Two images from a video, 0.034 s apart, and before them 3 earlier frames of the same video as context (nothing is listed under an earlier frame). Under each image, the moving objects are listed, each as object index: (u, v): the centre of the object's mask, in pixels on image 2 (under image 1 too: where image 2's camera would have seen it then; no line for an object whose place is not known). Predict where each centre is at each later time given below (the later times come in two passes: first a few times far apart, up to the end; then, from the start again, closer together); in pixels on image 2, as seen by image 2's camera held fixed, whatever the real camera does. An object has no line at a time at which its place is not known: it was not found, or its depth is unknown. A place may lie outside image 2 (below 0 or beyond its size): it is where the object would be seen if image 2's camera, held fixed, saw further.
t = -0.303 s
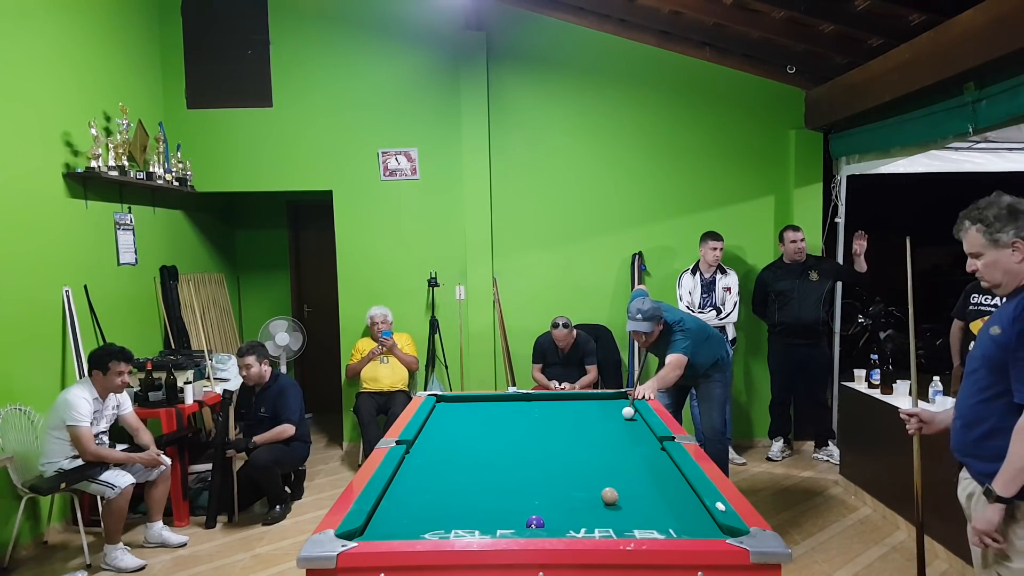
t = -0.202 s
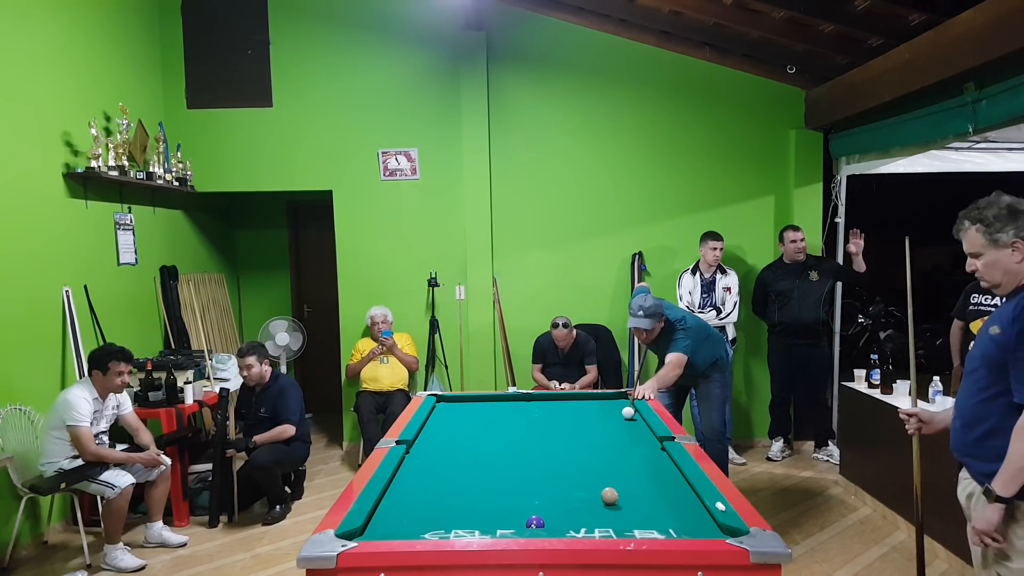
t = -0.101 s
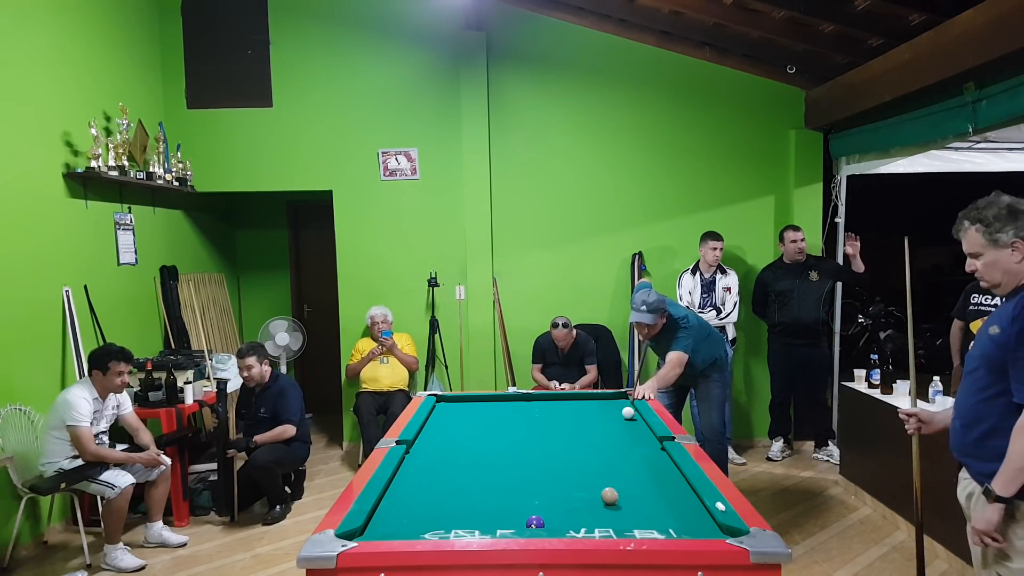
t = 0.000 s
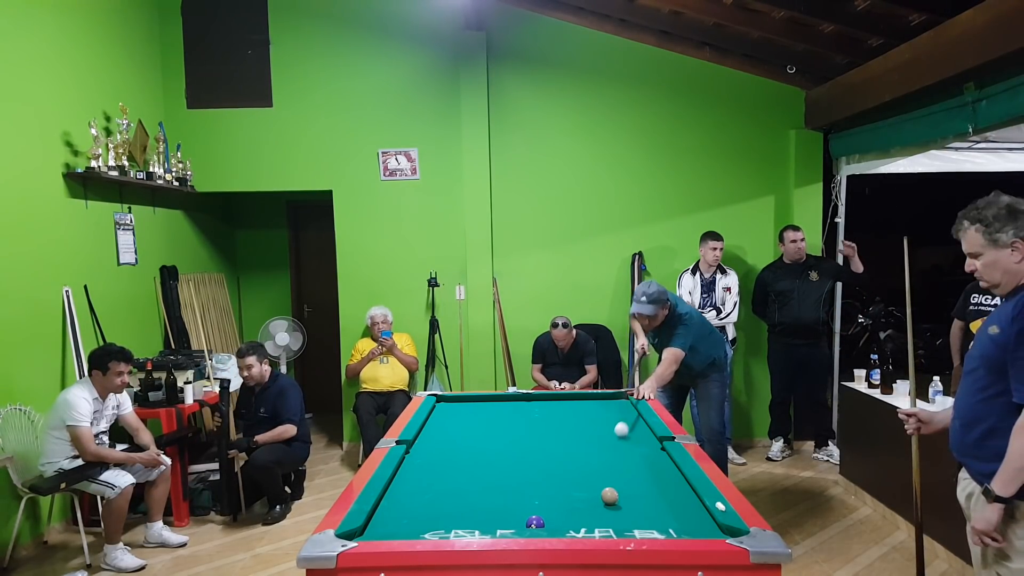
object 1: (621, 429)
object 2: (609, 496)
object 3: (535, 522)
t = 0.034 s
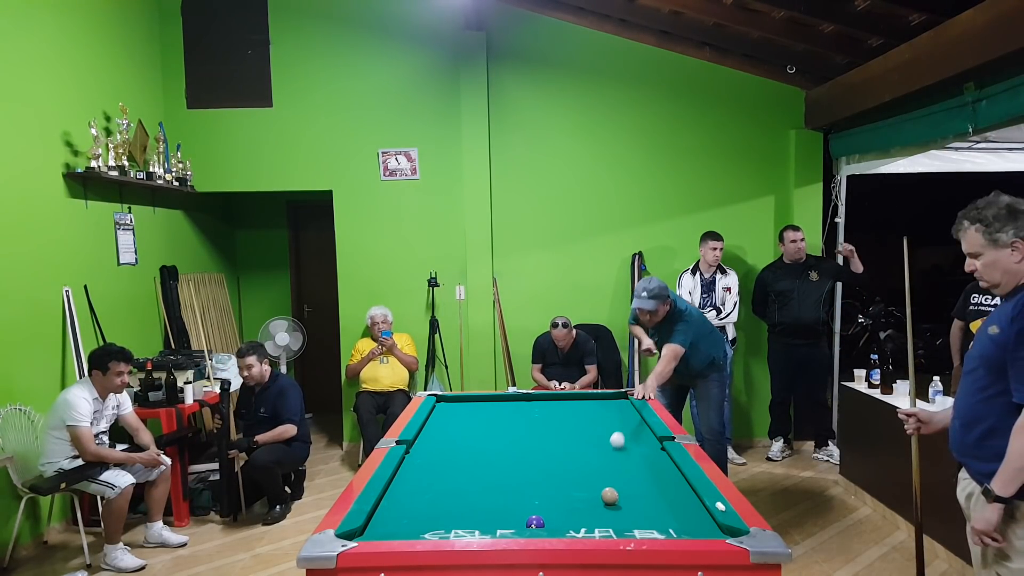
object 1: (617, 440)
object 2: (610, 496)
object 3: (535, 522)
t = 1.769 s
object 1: (603, 418)
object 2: (440, 402)
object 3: (629, 467)
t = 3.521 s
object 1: (461, 410)
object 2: (635, 469)
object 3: (632, 436)
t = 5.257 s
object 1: (461, 431)
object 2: (614, 516)
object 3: (618, 429)
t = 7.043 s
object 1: (485, 444)
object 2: (562, 489)
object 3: (618, 429)
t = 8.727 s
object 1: (487, 446)
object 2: (558, 487)
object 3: (618, 430)
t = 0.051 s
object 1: (615, 445)
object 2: (610, 496)
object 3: (535, 522)
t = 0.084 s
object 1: (611, 457)
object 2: (610, 496)
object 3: (535, 522)
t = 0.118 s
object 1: (605, 470)
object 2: (610, 496)
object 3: (535, 522)
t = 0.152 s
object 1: (599, 485)
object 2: (610, 497)
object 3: (535, 522)
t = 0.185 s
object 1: (582, 496)
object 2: (627, 503)
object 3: (535, 522)
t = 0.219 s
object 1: (558, 505)
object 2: (657, 516)
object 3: (535, 522)
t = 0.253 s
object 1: (532, 512)
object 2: (686, 525)
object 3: (535, 522)
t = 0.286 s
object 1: (504, 521)
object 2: (699, 522)
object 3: (539, 524)
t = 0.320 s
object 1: (475, 524)
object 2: (703, 515)
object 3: (544, 525)
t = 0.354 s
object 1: (455, 522)
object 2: (690, 509)
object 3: (547, 524)
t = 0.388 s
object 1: (437, 520)
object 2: (678, 503)
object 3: (550, 522)
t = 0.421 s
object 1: (421, 517)
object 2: (667, 498)
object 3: (553, 522)
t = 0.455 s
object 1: (405, 514)
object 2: (656, 493)
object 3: (555, 520)
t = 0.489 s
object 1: (389, 511)
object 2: (647, 488)
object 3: (558, 519)
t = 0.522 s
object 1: (385, 507)
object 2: (637, 484)
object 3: (560, 518)
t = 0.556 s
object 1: (401, 502)
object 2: (629, 480)
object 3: (563, 517)
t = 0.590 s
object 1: (416, 498)
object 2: (620, 476)
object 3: (565, 515)
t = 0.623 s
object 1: (429, 494)
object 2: (612, 472)
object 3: (567, 513)
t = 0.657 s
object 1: (441, 491)
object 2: (604, 468)
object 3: (570, 511)
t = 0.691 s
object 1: (452, 487)
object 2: (596, 464)
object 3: (572, 509)
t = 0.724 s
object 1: (463, 484)
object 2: (589, 461)
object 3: (574, 507)
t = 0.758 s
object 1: (473, 480)
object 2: (582, 458)
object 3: (576, 506)
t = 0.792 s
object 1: (483, 477)
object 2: (575, 454)
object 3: (578, 504)
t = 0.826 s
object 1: (494, 474)
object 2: (569, 451)
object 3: (581, 502)
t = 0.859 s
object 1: (503, 470)
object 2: (563, 448)
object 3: (583, 501)
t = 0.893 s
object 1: (513, 467)
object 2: (556, 445)
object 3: (585, 499)
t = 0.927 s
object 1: (522, 465)
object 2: (551, 443)
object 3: (587, 498)
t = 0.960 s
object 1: (531, 462)
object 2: (545, 440)
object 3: (589, 496)
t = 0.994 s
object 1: (539, 459)
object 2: (539, 438)
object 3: (591, 495)
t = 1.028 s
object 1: (548, 456)
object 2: (534, 435)
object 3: (593, 493)
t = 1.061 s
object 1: (556, 454)
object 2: (529, 433)
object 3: (594, 492)
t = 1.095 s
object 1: (564, 451)
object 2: (523, 430)
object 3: (596, 490)
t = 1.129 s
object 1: (572, 449)
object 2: (519, 428)
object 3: (598, 489)
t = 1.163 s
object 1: (580, 446)
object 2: (514, 426)
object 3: (600, 488)
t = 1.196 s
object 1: (587, 444)
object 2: (509, 424)
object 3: (602, 486)
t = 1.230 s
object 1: (595, 442)
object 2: (505, 422)
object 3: (604, 485)
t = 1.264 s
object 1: (601, 439)
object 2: (500, 419)
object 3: (605, 484)
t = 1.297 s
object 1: (609, 437)
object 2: (496, 417)
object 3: (607, 482)
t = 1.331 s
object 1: (615, 435)
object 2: (492, 415)
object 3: (609, 481)
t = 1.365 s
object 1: (622, 433)
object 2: (488, 414)
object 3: (610, 480)
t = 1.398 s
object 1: (629, 431)
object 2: (484, 412)
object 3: (612, 479)
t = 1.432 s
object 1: (635, 429)
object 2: (480, 410)
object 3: (614, 478)
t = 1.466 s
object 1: (641, 427)
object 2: (476, 408)
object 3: (615, 477)
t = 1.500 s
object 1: (640, 425)
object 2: (473, 406)
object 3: (617, 475)
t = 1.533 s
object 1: (634, 425)
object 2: (469, 405)
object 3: (618, 474)
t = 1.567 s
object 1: (629, 424)
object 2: (465, 403)
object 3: (620, 473)
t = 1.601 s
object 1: (624, 423)
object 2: (462, 402)
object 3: (621, 472)
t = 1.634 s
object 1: (620, 422)
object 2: (459, 400)
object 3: (623, 471)
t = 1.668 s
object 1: (616, 421)
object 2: (455, 399)
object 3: (624, 470)
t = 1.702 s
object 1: (612, 420)
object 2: (451, 399)
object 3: (626, 469)
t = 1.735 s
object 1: (608, 419)
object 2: (445, 400)
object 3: (627, 468)
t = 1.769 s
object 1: (603, 418)
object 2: (440, 402)
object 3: (629, 467)
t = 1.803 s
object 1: (599, 417)
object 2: (443, 403)
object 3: (630, 466)
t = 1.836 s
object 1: (596, 416)
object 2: (446, 404)
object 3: (631, 465)
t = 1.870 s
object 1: (592, 415)
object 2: (449, 405)
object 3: (633, 464)
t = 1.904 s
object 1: (588, 414)
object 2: (452, 406)
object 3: (634, 463)
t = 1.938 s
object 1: (584, 413)
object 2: (455, 406)
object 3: (635, 462)
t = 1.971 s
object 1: (581, 412)
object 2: (458, 407)
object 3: (636, 461)
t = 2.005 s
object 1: (577, 411)
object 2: (461, 409)
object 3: (638, 460)
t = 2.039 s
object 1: (573, 411)
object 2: (464, 410)
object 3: (639, 460)
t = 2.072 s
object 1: (570, 410)
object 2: (467, 411)
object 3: (640, 459)
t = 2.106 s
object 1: (566, 409)
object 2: (470, 412)
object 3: (641, 458)
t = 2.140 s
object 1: (563, 408)
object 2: (473, 413)
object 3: (643, 457)
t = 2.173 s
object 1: (560, 408)
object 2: (476, 414)
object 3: (644, 456)
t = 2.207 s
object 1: (556, 407)
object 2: (480, 415)
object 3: (645, 455)
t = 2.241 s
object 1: (553, 406)
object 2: (483, 416)
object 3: (646, 454)
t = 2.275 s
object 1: (550, 405)
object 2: (486, 417)
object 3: (647, 454)
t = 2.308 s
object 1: (547, 405)
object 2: (489, 418)
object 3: (648, 453)
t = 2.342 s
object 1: (543, 404)
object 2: (493, 419)
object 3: (649, 452)
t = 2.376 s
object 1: (540, 403)
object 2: (496, 420)
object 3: (650, 451)
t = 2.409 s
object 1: (537, 402)
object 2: (500, 422)
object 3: (651, 451)
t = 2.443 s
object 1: (534, 402)
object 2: (503, 423)
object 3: (653, 450)
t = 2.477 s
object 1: (531, 401)
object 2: (506, 424)
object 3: (654, 449)
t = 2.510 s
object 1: (528, 400)
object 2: (510, 425)
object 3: (655, 448)
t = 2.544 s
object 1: (526, 400)
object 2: (513, 426)
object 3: (655, 448)
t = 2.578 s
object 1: (523, 399)
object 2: (517, 427)
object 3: (656, 447)
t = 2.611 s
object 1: (520, 398)
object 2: (520, 429)
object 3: (656, 446)
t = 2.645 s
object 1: (517, 398)
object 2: (524, 430)
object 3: (655, 446)
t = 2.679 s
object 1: (515, 397)
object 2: (528, 431)
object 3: (654, 446)
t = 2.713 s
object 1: (512, 397)
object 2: (531, 432)
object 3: (653, 445)
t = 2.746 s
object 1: (510, 397)
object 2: (535, 434)
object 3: (652, 445)
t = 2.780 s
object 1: (508, 398)
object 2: (539, 435)
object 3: (651, 444)
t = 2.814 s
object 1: (506, 398)
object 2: (542, 436)
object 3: (650, 444)
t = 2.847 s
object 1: (504, 399)
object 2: (546, 438)
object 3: (649, 443)
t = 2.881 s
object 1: (501, 400)
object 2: (550, 439)
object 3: (648, 443)
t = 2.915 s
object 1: (499, 400)
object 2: (554, 440)
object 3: (647, 442)
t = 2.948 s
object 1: (497, 401)
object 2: (558, 442)
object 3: (646, 442)
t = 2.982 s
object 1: (495, 401)
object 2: (562, 443)
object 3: (645, 442)
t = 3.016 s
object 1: (493, 402)
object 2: (567, 445)
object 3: (644, 441)
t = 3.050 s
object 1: (491, 402)
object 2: (571, 446)
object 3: (643, 440)
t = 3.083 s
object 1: (489, 403)
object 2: (575, 448)
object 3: (642, 440)
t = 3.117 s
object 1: (487, 403)
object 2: (579, 449)
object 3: (641, 440)
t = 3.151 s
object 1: (485, 404)
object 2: (584, 451)
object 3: (641, 439)
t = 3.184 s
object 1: (483, 405)
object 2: (588, 452)
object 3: (640, 439)
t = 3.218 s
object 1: (480, 405)
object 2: (592, 454)
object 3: (639, 439)
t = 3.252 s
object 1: (478, 406)
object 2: (597, 455)
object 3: (638, 438)
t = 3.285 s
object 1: (476, 406)
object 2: (602, 457)
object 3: (637, 438)
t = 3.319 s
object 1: (474, 407)
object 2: (606, 459)
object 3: (637, 438)
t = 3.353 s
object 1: (472, 407)
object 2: (611, 460)
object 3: (636, 437)
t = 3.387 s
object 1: (470, 408)
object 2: (616, 462)
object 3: (635, 437)
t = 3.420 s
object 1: (468, 408)
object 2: (620, 464)
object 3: (634, 437)
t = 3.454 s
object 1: (466, 409)
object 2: (625, 465)
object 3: (634, 436)
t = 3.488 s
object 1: (464, 410)
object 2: (630, 467)
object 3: (633, 436)
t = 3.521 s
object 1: (461, 410)
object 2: (635, 469)
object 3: (632, 436)
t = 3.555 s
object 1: (459, 411)
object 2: (640, 471)
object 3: (632, 436)
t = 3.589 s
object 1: (457, 411)
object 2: (646, 473)
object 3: (631, 435)
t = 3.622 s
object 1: (455, 412)
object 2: (651, 475)
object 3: (631, 435)
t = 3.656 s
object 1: (453, 412)
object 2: (657, 476)
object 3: (630, 435)
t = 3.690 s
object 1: (451, 413)
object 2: (662, 478)
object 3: (629, 434)
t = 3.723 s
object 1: (449, 414)
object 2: (667, 480)
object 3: (629, 434)
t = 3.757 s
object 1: (447, 414)
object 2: (673, 482)
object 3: (628, 434)
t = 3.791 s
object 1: (445, 415)
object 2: (679, 484)
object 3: (628, 433)
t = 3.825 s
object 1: (443, 415)
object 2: (684, 487)
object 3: (627, 433)
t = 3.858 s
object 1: (441, 416)
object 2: (683, 488)
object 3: (627, 433)
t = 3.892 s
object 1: (439, 417)
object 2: (681, 489)
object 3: (626, 433)
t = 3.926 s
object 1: (437, 417)
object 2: (680, 491)
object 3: (626, 433)
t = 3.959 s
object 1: (434, 418)
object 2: (679, 492)
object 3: (626, 433)
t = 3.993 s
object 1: (432, 418)
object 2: (677, 494)
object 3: (625, 432)
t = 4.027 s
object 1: (431, 419)
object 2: (676, 495)
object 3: (624, 432)
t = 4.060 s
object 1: (432, 419)
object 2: (674, 497)
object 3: (624, 432)
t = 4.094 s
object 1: (433, 419)
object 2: (673, 498)
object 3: (624, 432)
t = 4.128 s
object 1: (434, 420)
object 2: (672, 500)
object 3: (623, 432)
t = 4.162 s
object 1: (435, 420)
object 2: (670, 501)
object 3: (623, 431)
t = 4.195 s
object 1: (436, 421)
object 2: (669, 503)
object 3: (622, 431)
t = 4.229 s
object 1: (437, 421)
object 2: (667, 505)
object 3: (622, 431)
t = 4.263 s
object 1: (438, 421)
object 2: (666, 506)
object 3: (622, 431)
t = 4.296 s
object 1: (439, 422)
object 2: (664, 508)
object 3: (621, 431)
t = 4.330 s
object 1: (440, 422)
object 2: (663, 509)
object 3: (621, 431)
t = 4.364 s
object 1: (441, 422)
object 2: (661, 511)
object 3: (621, 431)
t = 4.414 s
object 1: (442, 423)
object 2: (659, 513)
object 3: (620, 430)
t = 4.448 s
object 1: (443, 423)
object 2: (658, 515)
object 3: (620, 430)
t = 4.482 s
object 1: (444, 424)
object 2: (656, 517)
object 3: (620, 430)
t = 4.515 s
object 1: (444, 424)
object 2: (654, 518)
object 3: (619, 430)
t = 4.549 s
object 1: (445, 424)
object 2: (653, 519)
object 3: (619, 430)
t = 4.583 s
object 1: (446, 425)
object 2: (651, 520)
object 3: (619, 430)
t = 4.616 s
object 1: (447, 425)
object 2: (650, 521)
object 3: (619, 430)
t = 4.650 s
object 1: (448, 426)
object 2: (648, 523)
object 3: (619, 430)
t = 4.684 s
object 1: (449, 426)
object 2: (646, 523)
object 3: (619, 430)
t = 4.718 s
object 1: (449, 426)
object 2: (645, 524)
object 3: (619, 429)
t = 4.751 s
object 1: (450, 427)
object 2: (643, 525)
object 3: (619, 429)
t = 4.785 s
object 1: (451, 427)
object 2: (641, 525)
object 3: (619, 429)
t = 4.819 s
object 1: (452, 427)
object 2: (639, 524)
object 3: (618, 429)
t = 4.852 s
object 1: (452, 428)
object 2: (637, 524)
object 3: (618, 429)
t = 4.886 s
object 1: (453, 428)
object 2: (635, 523)
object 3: (618, 429)
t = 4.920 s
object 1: (454, 428)
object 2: (632, 523)
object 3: (618, 429)
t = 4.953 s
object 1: (455, 429)
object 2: (630, 522)
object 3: (618, 429)
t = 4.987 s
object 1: (456, 429)
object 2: (629, 521)
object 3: (618, 429)
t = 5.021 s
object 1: (456, 429)
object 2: (627, 521)
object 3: (618, 429)
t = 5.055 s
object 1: (457, 430)
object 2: (624, 520)
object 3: (618, 429)
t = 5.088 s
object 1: (458, 430)
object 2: (623, 520)
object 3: (618, 429)
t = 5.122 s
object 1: (458, 430)
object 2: (621, 519)
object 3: (618, 429)
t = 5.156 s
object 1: (459, 431)
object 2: (619, 518)
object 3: (618, 429)
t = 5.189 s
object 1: (460, 431)
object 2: (618, 518)
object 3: (618, 429)
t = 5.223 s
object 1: (460, 431)
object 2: (616, 517)
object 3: (618, 429)
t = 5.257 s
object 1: (461, 431)
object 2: (614, 516)
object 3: (618, 429)
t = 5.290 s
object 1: (462, 432)
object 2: (612, 515)
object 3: (618, 429)
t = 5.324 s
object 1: (463, 432)
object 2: (611, 515)
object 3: (618, 429)
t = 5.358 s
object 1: (463, 433)
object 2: (609, 514)
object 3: (618, 429)
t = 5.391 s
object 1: (464, 433)
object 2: (608, 513)
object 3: (618, 429)
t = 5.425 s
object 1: (465, 433)
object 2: (606, 512)
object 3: (618, 429)
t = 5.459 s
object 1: (465, 434)
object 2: (604, 511)
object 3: (618, 429)
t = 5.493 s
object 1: (466, 434)
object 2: (603, 510)
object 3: (618, 429)
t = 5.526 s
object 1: (466, 434)
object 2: (601, 510)
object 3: (618, 429)
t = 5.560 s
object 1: (467, 434)
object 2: (600, 509)
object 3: (618, 429)
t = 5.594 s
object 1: (468, 435)
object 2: (598, 508)
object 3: (618, 429)
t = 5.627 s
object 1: (468, 435)
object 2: (597, 507)
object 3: (618, 429)
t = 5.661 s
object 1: (469, 435)
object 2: (596, 507)
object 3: (618, 429)
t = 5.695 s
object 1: (469, 435)
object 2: (595, 506)
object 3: (618, 429)
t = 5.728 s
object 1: (470, 436)
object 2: (593, 506)
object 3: (618, 429)
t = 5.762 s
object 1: (471, 436)
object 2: (592, 505)
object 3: (618, 429)
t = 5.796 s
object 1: (471, 437)
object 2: (591, 504)
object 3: (618, 429)
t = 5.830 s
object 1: (472, 437)
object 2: (590, 504)
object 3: (618, 429)
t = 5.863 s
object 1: (472, 437)
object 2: (588, 503)
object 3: (618, 429)
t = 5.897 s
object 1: (473, 437)
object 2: (587, 503)
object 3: (618, 429)
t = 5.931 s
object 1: (473, 438)
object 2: (586, 502)
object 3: (618, 429)
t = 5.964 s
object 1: (474, 438)
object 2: (585, 501)
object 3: (618, 429)
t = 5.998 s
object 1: (474, 438)
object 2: (584, 501)
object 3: (618, 429)
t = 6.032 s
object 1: (475, 438)
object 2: (583, 500)
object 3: (618, 429)
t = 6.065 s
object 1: (475, 439)
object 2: (582, 500)
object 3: (618, 429)
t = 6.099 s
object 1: (476, 439)
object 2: (581, 499)
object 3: (618, 429)
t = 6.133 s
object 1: (476, 439)
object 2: (580, 499)
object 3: (618, 429)
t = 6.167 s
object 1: (477, 439)
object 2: (579, 498)
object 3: (618, 429)
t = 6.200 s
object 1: (477, 439)
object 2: (578, 498)
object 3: (618, 429)
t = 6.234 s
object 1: (477, 440)
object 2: (577, 497)
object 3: (618, 429)
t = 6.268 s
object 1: (478, 440)
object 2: (576, 497)
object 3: (618, 429)
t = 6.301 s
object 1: (478, 440)
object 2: (575, 496)
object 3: (618, 429)
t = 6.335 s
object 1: (479, 440)
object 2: (575, 496)
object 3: (618, 429)
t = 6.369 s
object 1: (479, 440)
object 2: (574, 496)
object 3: (618, 429)
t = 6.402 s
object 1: (480, 441)
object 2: (573, 495)
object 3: (618, 429)
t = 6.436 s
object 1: (480, 441)
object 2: (572, 495)
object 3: (618, 429)
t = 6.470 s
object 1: (480, 441)
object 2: (572, 494)
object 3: (618, 429)
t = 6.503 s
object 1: (481, 441)
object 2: (571, 494)
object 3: (618, 429)
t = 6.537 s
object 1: (481, 442)
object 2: (570, 493)
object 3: (618, 429)
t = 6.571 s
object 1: (482, 442)
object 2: (570, 493)
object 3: (618, 429)
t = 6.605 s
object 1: (482, 442)
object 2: (569, 493)
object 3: (618, 429)
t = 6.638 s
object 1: (482, 442)
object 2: (568, 492)
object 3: (618, 429)
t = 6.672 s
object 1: (483, 442)
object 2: (568, 492)
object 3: (618, 429)
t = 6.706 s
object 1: (483, 442)
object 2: (567, 492)
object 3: (618, 429)
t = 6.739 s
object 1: (483, 443)
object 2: (566, 491)
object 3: (618, 429)
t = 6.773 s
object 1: (483, 443)
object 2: (566, 491)
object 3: (618, 429)
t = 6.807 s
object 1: (484, 443)
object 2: (565, 491)
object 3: (618, 429)
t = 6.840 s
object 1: (484, 443)
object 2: (565, 491)
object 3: (618, 429)
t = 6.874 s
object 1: (484, 443)
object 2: (564, 490)
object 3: (618, 429)
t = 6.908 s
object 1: (484, 443)
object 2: (564, 490)
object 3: (618, 429)
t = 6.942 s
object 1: (484, 444)
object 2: (563, 490)
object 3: (618, 429)
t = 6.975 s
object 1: (485, 444)
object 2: (563, 490)
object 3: (618, 429)
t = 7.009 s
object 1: (485, 444)
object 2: (562, 489)
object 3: (618, 429)
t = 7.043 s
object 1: (485, 444)
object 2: (562, 489)
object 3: (618, 429)
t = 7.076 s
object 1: (485, 444)
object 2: (561, 489)
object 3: (618, 429)
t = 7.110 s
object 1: (485, 444)
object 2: (561, 489)
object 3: (618, 429)
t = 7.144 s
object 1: (485, 444)
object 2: (561, 489)
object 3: (618, 429)
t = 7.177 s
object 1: (485, 444)
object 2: (560, 488)
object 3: (618, 429)
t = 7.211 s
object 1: (486, 444)
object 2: (560, 488)
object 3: (618, 429)
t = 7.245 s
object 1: (486, 445)
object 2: (560, 488)
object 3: (618, 429)
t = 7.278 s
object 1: (486, 445)
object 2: (559, 488)
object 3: (618, 429)
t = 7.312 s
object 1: (486, 445)
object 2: (559, 488)
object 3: (618, 429)
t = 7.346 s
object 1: (486, 445)
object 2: (559, 487)
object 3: (618, 429)
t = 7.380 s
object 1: (486, 445)
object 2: (559, 488)
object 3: (618, 429)
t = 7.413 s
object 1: (487, 445)
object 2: (559, 487)
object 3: (618, 430)
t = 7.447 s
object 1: (487, 445)
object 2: (558, 487)
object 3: (618, 430)
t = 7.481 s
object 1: (487, 445)
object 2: (558, 487)
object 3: (618, 430)
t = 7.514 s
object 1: (487, 445)
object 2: (558, 487)
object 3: (618, 430)
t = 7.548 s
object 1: (487, 445)
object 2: (558, 487)
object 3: (618, 430)
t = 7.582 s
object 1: (487, 445)
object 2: (558, 487)
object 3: (618, 429)
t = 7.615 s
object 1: (487, 446)
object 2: (558, 487)
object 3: (618, 429)
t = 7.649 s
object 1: (487, 446)
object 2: (558, 487)
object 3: (618, 430)
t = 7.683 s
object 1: (487, 446)
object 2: (558, 487)
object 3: (618, 430)
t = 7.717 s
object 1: (487, 446)
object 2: (558, 487)
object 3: (618, 430)
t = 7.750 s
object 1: (487, 446)
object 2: (558, 487)
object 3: (618, 430)
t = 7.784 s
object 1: (487, 446)
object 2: (558, 487)
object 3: (618, 430)
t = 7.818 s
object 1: (487, 446)
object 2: (558, 487)
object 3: (618, 430)
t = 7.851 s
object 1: (487, 446)
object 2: (558, 487)
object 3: (618, 430)
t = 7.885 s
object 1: (487, 446)
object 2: (558, 487)
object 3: (618, 430)
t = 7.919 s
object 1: (487, 446)
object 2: (558, 487)
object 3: (618, 430)
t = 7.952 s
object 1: (487, 446)
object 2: (558, 487)
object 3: (618, 430)
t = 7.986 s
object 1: (487, 445)
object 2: (558, 487)
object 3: (618, 430)
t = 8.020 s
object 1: (487, 446)
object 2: (558, 487)
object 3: (618, 430)
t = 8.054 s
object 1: (487, 445)
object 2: (558, 487)
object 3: (618, 430)
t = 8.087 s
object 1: (487, 446)
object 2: (558, 487)
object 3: (618, 430)
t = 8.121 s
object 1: (487, 446)
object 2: (558, 487)
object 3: (618, 430)
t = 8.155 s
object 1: (487, 446)
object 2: (558, 487)
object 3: (618, 430)
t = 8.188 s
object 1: (487, 446)
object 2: (558, 487)
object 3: (618, 430)
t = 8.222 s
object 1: (487, 445)
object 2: (558, 487)
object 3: (618, 430)
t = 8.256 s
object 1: (487, 445)
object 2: (558, 487)
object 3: (618, 430)
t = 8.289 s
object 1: (487, 445)
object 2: (558, 487)
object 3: (618, 430)
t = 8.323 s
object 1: (487, 446)
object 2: (558, 487)
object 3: (618, 430)
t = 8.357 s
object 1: (487, 446)
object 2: (558, 487)
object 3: (618, 430)
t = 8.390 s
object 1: (487, 446)
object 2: (558, 487)
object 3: (618, 430)
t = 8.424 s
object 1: (487, 446)
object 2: (558, 487)
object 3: (618, 430)
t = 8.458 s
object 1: (487, 446)
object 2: (558, 487)
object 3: (618, 430)
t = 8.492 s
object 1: (487, 446)
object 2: (558, 487)
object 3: (618, 430)
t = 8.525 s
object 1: (487, 446)
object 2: (558, 487)
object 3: (618, 430)
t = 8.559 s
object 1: (487, 446)
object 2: (558, 487)
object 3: (618, 430)
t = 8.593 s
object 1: (487, 446)
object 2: (558, 487)
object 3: (618, 430)
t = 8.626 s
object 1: (487, 446)
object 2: (558, 487)
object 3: (618, 430)
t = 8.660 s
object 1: (487, 446)
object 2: (558, 487)
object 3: (618, 430)
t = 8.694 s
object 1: (487, 446)
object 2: (558, 487)
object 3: (618, 430)
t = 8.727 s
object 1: (487, 446)
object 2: (558, 487)
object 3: (618, 430)
